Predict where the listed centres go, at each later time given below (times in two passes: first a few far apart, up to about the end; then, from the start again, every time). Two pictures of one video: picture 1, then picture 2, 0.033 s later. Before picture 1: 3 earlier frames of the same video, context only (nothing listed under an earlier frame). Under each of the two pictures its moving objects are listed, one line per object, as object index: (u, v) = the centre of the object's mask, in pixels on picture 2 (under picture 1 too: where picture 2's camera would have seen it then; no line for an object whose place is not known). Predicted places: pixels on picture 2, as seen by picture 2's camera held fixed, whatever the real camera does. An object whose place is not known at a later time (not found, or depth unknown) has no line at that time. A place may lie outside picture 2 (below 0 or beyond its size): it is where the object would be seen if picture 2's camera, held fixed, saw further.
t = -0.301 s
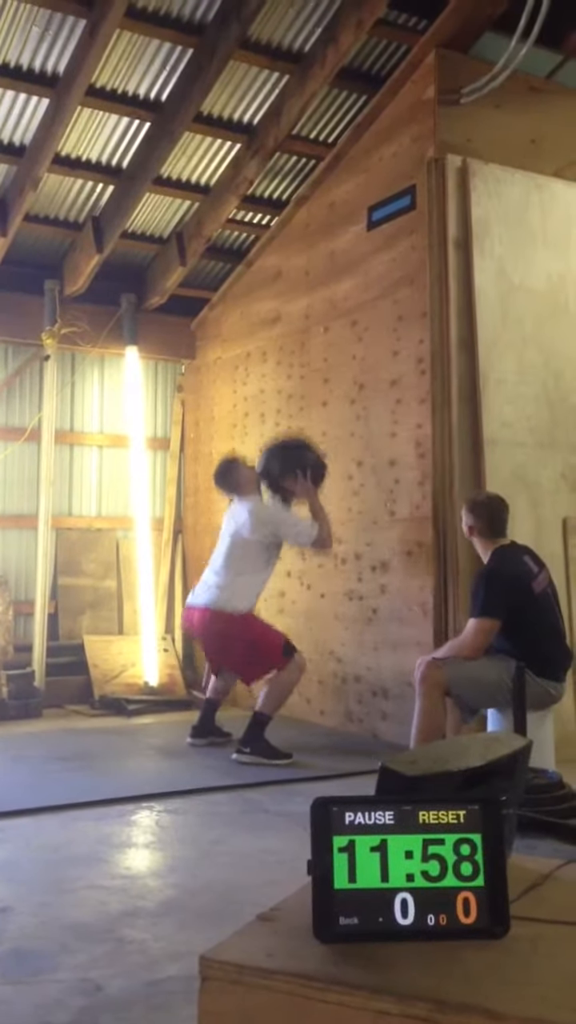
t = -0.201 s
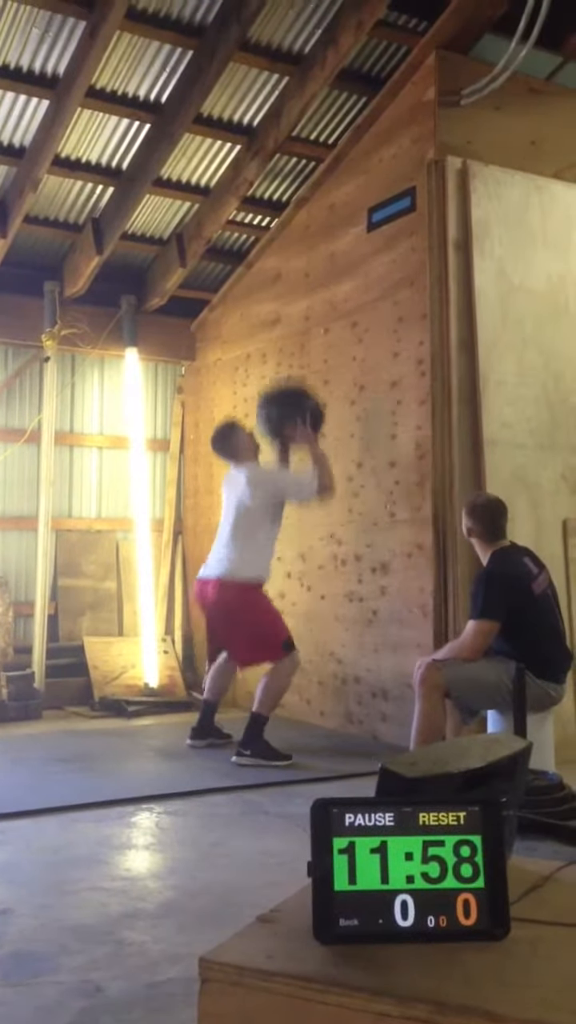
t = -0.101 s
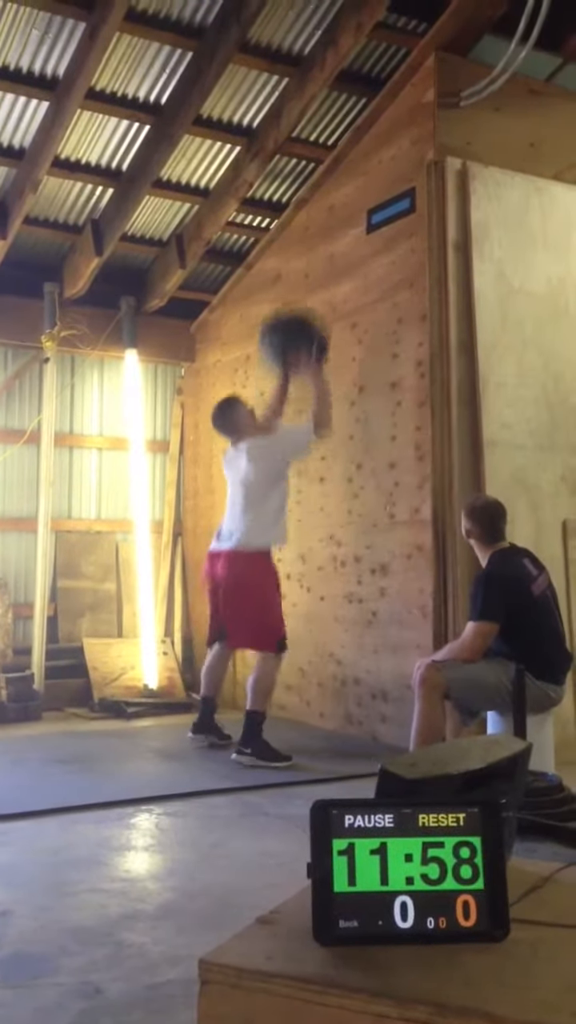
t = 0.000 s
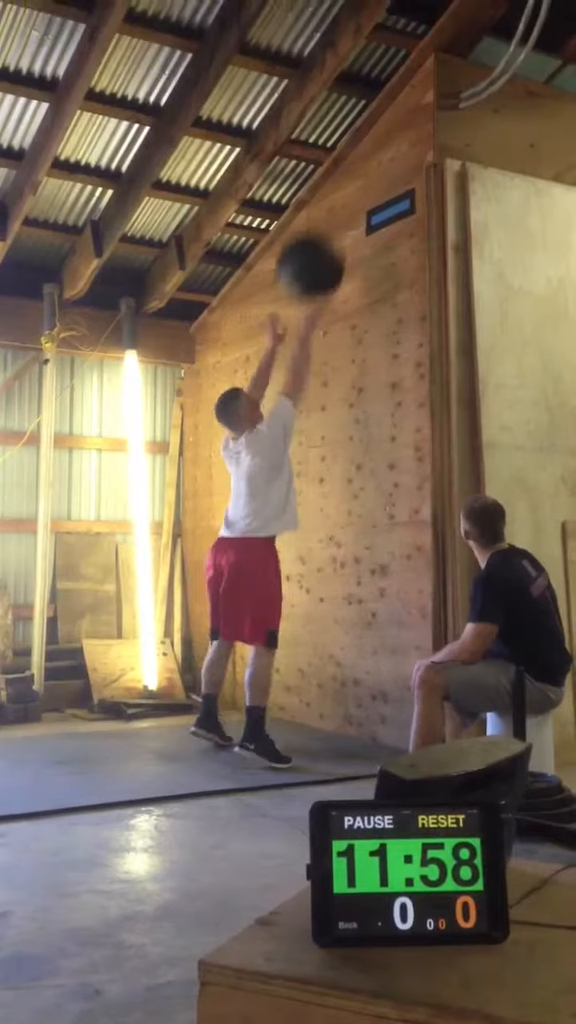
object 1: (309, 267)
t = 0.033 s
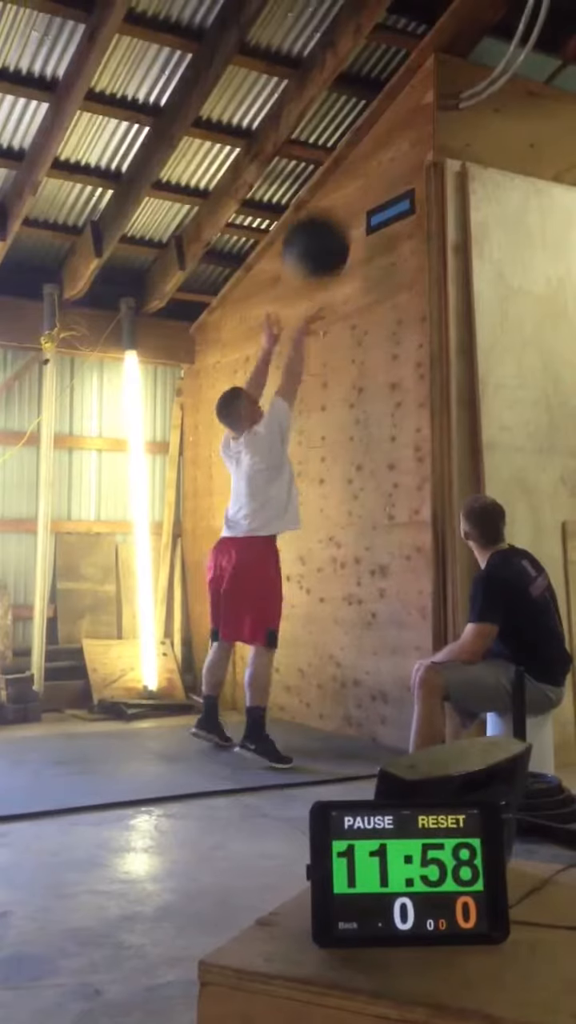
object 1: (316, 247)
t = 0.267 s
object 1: (357, 153)
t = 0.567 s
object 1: (346, 177)
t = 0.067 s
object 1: (322, 228)
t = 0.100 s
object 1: (328, 210)
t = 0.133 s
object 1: (335, 195)
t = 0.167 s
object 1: (340, 181)
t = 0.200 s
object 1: (348, 170)
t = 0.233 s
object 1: (353, 160)
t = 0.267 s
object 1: (357, 153)
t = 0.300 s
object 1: (367, 147)
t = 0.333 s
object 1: (370, 145)
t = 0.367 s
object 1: (370, 144)
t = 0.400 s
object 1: (368, 144)
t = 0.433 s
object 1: (365, 146)
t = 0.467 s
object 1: (357, 151)
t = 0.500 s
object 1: (353, 158)
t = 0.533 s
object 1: (350, 166)
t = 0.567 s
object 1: (346, 177)
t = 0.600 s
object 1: (341, 188)
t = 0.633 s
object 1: (338, 202)
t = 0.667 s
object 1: (335, 219)
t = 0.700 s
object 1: (331, 238)
